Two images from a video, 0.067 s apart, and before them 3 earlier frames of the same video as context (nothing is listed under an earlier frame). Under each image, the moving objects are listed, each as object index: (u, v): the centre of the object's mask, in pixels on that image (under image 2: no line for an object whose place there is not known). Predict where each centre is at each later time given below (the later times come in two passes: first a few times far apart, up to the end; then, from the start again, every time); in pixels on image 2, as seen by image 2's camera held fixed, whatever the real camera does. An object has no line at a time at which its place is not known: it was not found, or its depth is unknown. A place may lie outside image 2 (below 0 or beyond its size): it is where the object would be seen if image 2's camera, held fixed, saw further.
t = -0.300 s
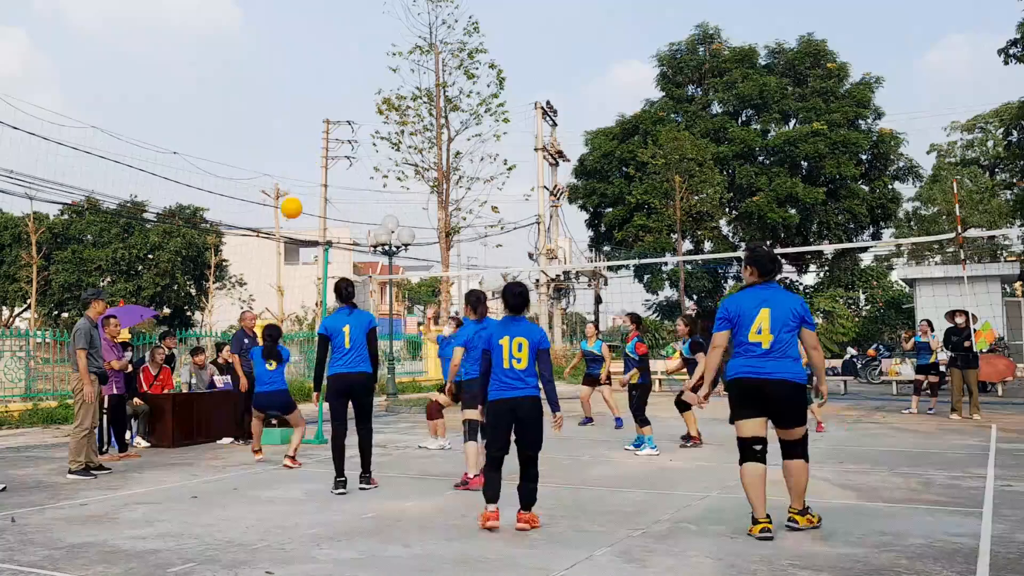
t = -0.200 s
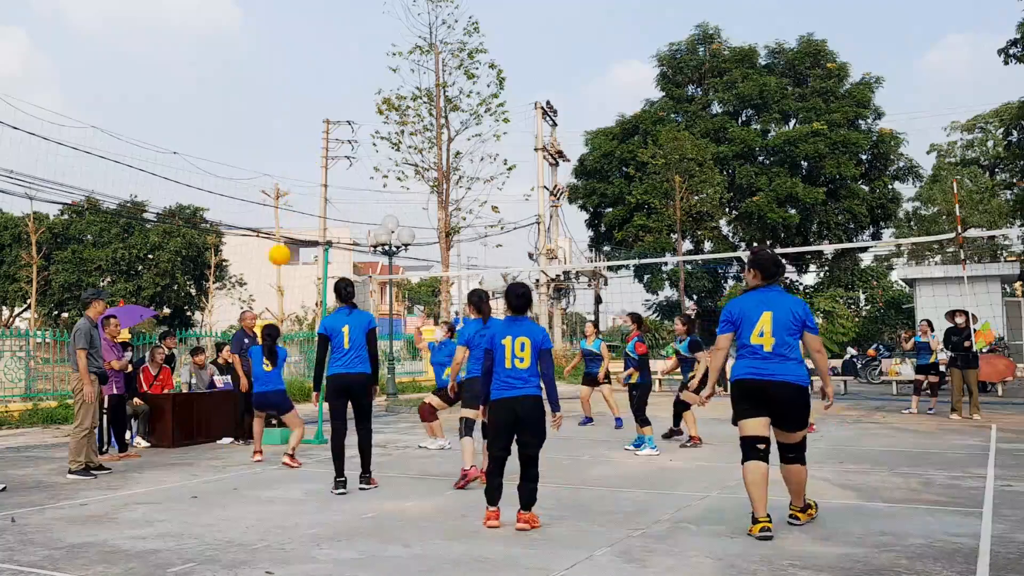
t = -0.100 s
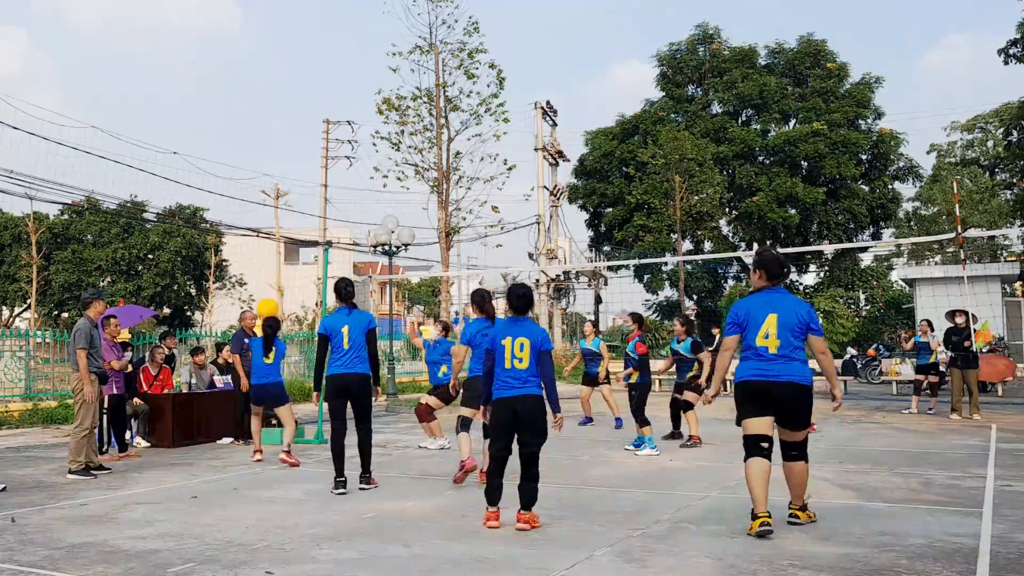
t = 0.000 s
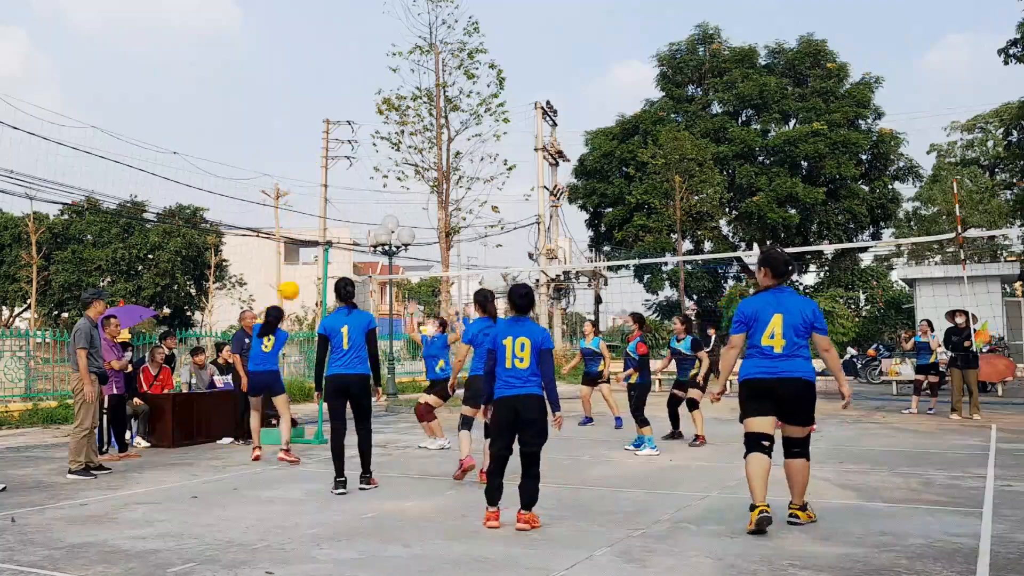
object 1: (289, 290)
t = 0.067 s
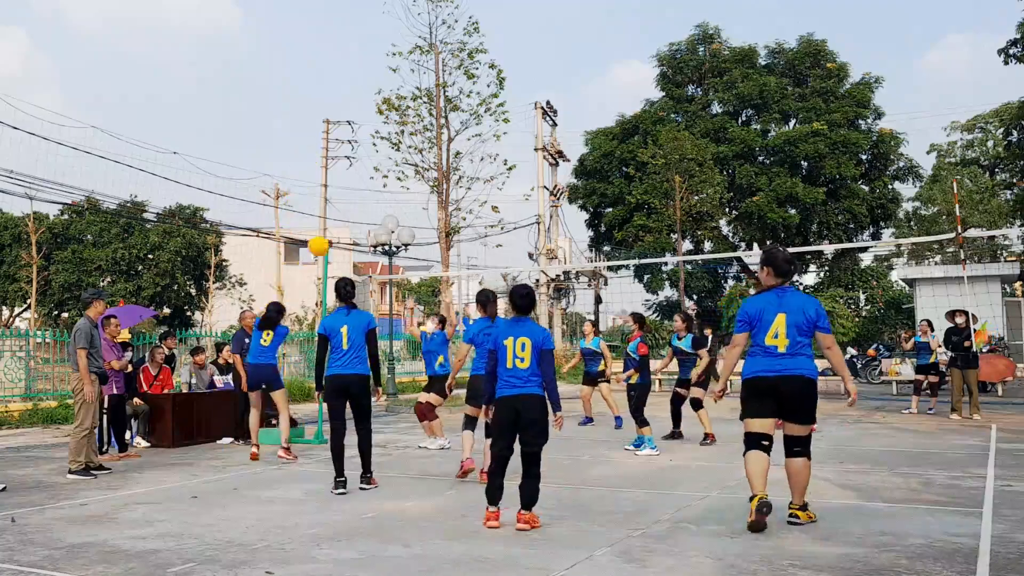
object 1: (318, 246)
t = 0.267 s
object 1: (392, 145)
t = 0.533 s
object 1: (478, 75)
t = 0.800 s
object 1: (553, 67)
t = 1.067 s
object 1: (619, 119)
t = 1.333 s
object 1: (674, 221)
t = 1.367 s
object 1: (680, 237)
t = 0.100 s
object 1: (333, 227)
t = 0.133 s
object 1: (346, 208)
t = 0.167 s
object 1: (358, 190)
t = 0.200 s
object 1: (370, 174)
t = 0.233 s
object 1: (381, 160)
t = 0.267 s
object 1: (392, 145)
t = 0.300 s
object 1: (404, 132)
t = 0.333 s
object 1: (415, 121)
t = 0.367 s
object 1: (425, 111)
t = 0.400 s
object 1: (436, 102)
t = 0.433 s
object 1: (447, 94)
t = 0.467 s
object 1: (458, 87)
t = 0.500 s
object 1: (468, 80)
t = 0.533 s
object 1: (478, 75)
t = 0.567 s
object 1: (488, 71)
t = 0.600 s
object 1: (497, 68)
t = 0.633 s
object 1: (507, 65)
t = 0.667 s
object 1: (516, 64)
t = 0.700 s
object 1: (526, 63)
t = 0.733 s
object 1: (535, 64)
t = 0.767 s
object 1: (544, 65)
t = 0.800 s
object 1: (553, 67)
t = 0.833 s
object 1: (562, 71)
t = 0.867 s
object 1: (570, 75)
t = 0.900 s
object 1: (579, 80)
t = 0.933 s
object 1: (587, 86)
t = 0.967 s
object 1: (595, 93)
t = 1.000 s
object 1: (603, 101)
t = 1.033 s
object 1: (611, 109)
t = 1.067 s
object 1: (619, 119)
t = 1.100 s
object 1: (626, 128)
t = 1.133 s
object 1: (633, 140)
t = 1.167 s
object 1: (641, 151)
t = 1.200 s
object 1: (648, 163)
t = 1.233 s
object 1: (655, 177)
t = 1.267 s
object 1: (661, 191)
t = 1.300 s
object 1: (668, 206)
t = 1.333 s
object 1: (674, 221)
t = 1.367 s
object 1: (680, 237)
